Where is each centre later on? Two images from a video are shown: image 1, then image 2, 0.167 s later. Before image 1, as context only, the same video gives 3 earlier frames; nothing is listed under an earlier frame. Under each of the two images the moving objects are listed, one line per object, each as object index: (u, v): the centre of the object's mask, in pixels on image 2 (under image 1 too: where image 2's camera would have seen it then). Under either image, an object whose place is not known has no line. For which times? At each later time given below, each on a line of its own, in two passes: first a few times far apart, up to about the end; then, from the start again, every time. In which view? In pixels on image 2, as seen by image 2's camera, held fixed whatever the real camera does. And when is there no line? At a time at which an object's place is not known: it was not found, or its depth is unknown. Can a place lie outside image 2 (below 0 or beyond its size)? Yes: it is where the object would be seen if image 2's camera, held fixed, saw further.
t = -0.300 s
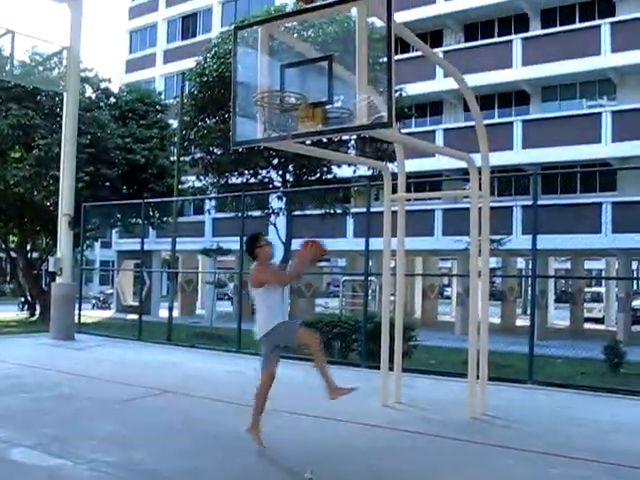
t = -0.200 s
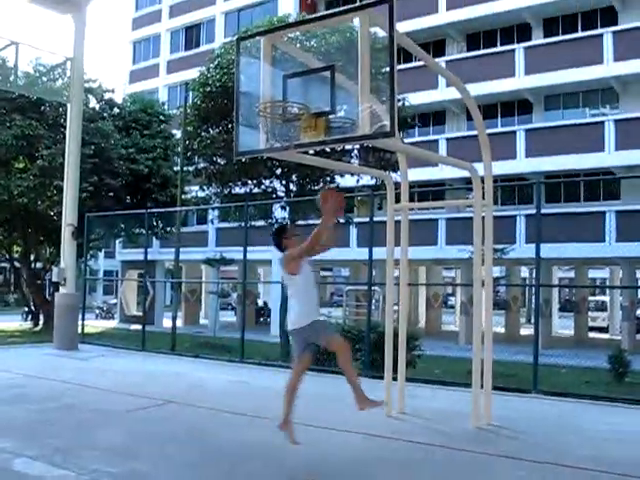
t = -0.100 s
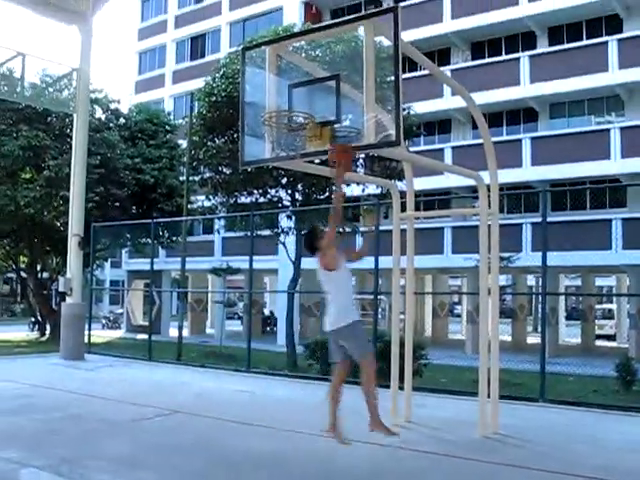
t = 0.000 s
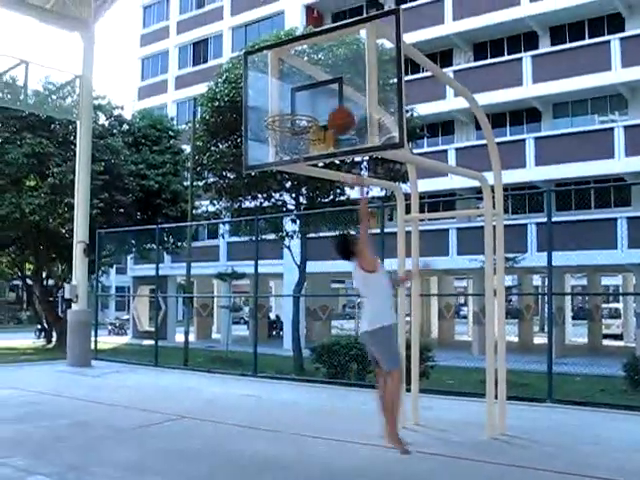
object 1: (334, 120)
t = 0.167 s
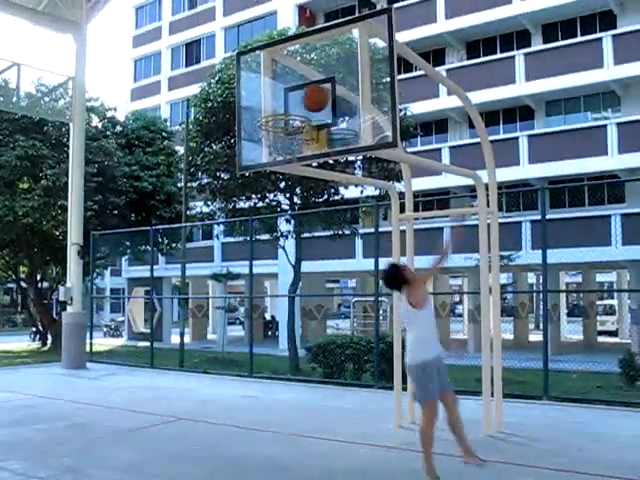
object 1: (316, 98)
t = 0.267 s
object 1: (299, 106)
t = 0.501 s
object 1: (271, 156)
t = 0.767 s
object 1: (269, 256)
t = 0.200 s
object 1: (311, 99)
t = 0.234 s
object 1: (305, 102)
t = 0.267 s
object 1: (299, 106)
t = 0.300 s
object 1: (295, 110)
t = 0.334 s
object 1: (290, 118)
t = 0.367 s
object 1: (284, 125)
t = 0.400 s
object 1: (278, 133)
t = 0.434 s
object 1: (274, 142)
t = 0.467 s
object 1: (271, 149)
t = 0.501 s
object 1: (271, 156)
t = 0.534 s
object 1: (270, 165)
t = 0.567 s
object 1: (269, 174)
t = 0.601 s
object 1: (270, 184)
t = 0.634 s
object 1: (270, 196)
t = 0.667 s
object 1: (269, 210)
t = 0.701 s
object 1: (268, 224)
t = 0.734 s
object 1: (268, 239)
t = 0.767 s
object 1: (269, 256)
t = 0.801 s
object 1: (270, 277)
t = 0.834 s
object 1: (269, 296)
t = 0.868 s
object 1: (269, 318)
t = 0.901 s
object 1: (270, 337)
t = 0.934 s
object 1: (268, 363)
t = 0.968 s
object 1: (266, 387)
